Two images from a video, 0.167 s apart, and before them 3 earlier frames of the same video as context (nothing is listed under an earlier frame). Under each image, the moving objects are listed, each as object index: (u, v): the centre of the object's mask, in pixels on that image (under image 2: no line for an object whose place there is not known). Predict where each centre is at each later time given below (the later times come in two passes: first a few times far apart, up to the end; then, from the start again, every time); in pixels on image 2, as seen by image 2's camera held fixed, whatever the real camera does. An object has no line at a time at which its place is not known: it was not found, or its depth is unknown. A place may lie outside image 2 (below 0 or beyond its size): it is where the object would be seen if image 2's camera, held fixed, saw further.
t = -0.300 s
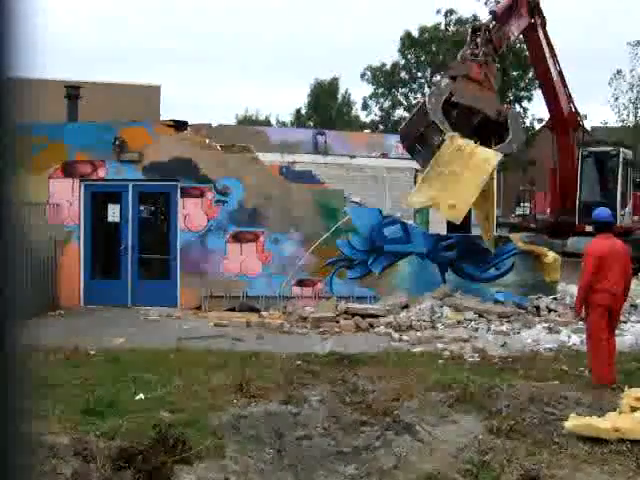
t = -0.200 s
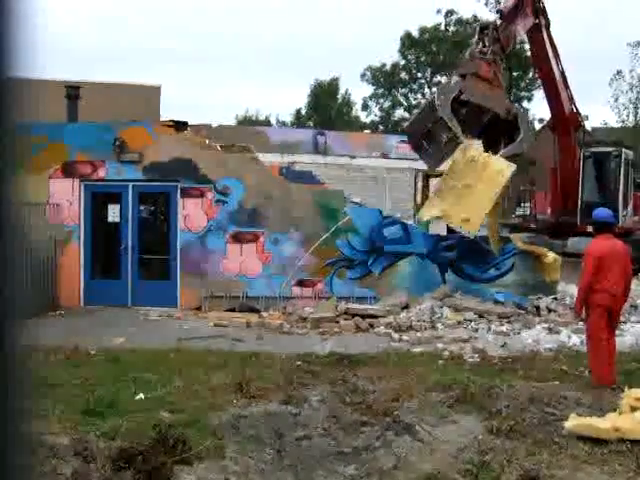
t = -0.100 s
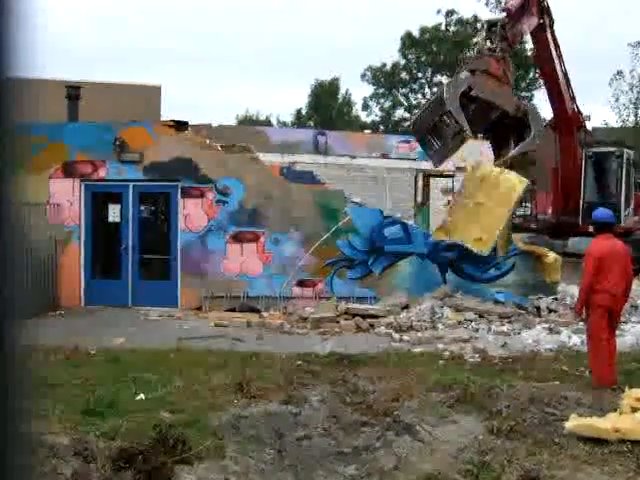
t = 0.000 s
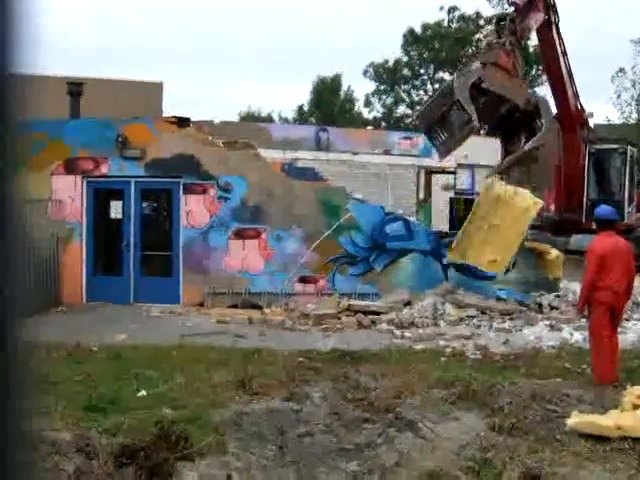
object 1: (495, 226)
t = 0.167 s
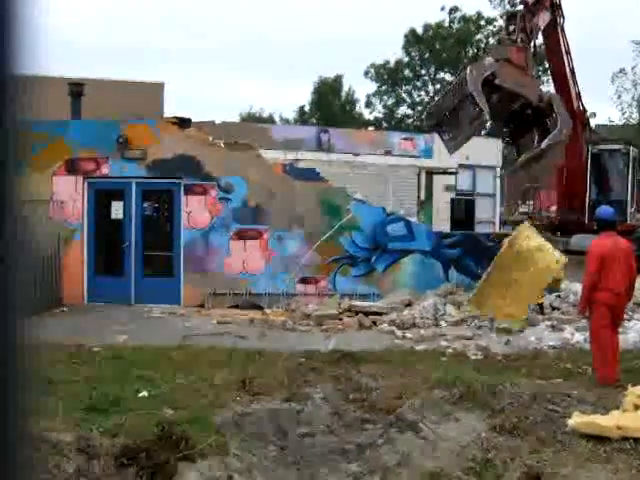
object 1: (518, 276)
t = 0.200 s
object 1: (522, 287)
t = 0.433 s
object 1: (534, 318)
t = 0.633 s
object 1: (538, 316)
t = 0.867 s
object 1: (549, 323)
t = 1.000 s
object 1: (552, 328)
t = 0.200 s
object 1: (522, 287)
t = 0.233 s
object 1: (525, 297)
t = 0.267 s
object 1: (532, 304)
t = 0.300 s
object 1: (535, 311)
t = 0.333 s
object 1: (534, 317)
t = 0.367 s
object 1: (535, 319)
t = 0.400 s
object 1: (535, 319)
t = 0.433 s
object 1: (534, 318)
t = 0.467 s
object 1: (535, 317)
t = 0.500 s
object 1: (538, 316)
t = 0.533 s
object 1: (539, 315)
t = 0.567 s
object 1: (539, 315)
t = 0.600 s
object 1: (538, 315)
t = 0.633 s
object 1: (538, 316)
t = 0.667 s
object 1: (537, 317)
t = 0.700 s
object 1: (538, 318)
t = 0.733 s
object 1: (539, 319)
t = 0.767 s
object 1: (541, 320)
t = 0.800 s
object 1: (544, 322)
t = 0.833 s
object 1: (547, 323)
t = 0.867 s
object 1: (549, 323)
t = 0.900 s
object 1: (551, 326)
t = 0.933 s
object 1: (553, 327)
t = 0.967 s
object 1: (553, 328)
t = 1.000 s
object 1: (552, 328)
